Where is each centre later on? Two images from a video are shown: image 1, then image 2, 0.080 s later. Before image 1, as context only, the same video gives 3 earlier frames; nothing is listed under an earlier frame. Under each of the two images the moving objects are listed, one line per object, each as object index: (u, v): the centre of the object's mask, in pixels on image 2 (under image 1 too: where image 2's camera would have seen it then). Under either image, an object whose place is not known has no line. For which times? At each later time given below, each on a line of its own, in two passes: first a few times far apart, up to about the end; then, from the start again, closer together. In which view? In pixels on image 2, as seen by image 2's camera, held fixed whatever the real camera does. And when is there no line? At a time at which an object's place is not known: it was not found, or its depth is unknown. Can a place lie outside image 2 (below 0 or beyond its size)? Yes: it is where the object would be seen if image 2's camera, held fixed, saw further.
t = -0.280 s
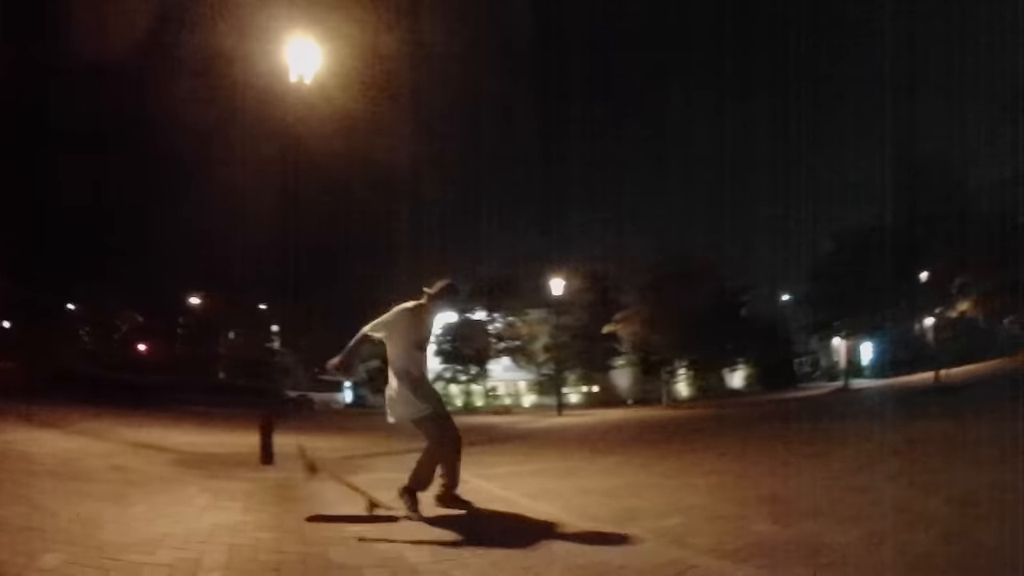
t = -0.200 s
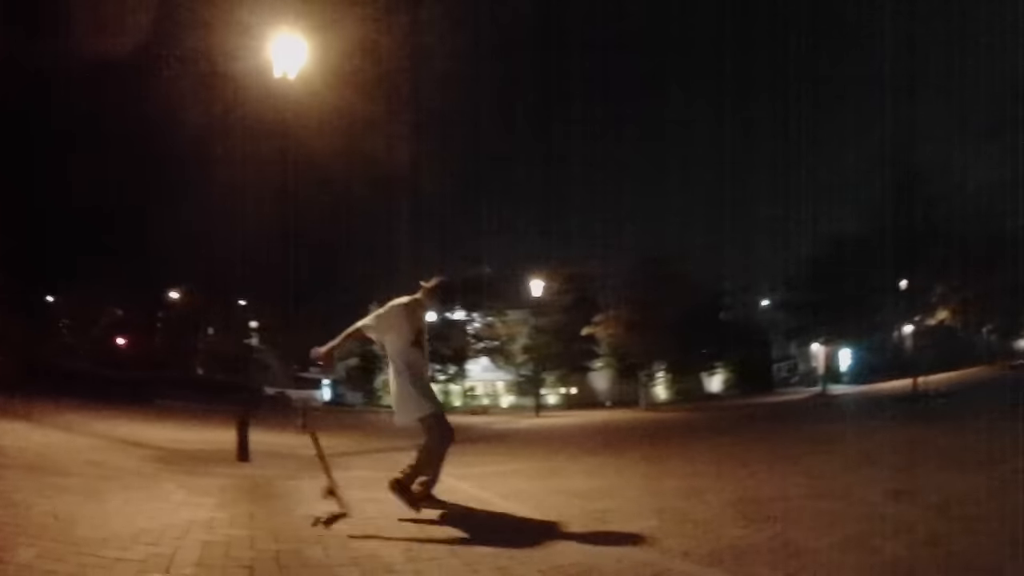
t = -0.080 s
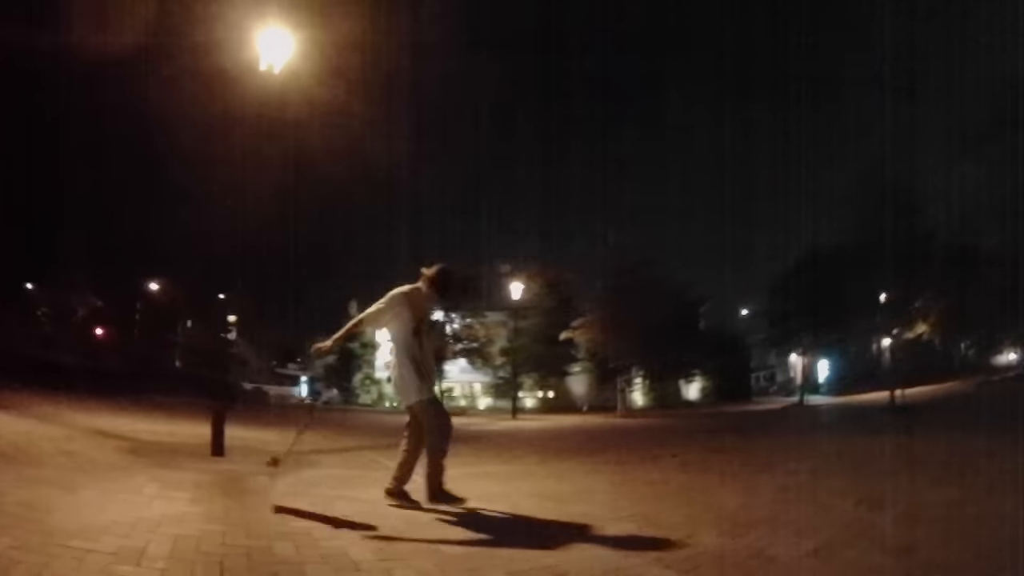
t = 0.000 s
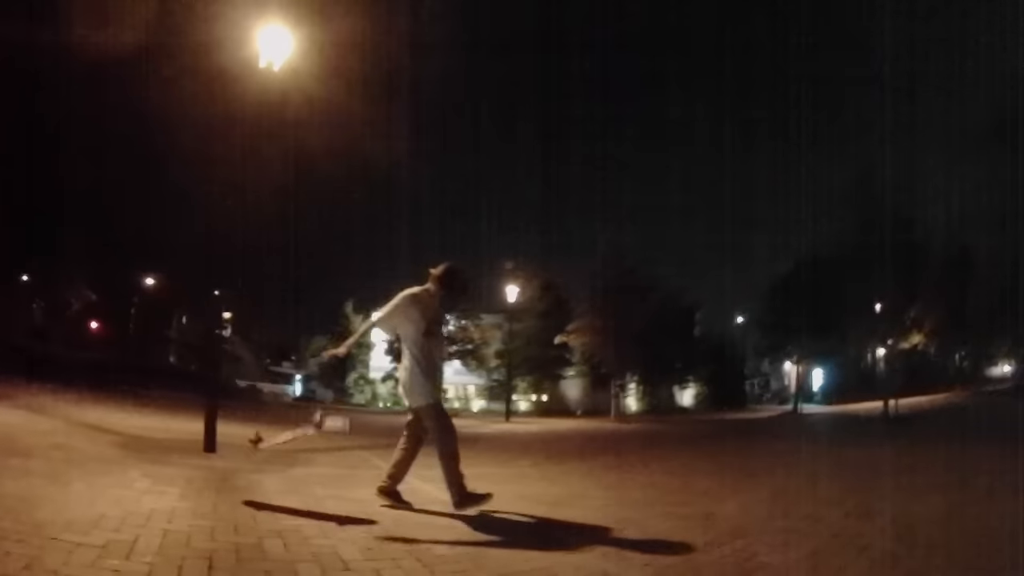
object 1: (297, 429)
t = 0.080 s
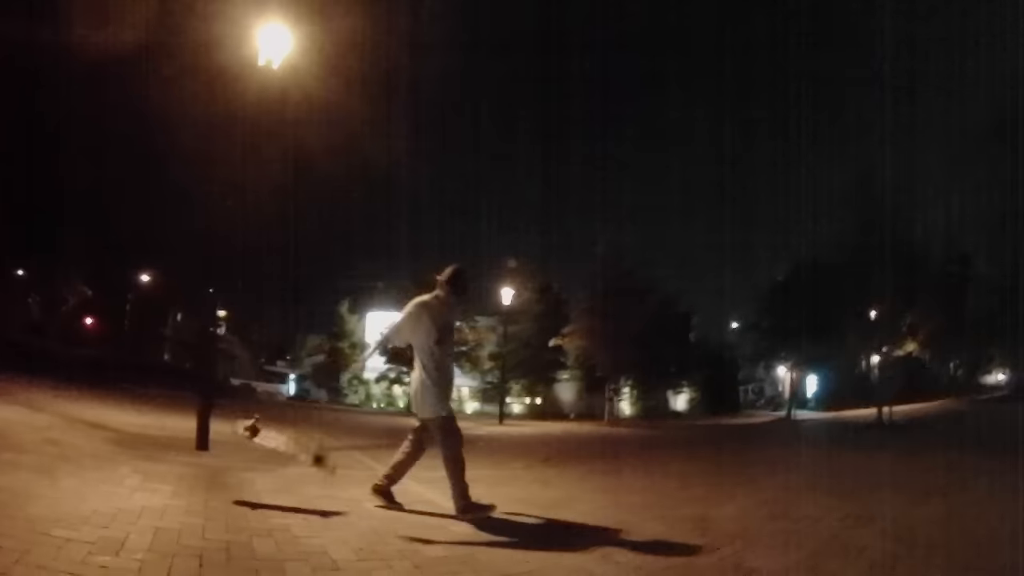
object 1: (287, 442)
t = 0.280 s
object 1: (276, 453)
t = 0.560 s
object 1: (267, 485)
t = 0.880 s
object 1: (278, 478)
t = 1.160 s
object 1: (281, 481)
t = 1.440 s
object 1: (282, 481)
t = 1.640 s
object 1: (282, 481)
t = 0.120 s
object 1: (283, 453)
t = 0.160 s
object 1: (281, 454)
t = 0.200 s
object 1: (279, 452)
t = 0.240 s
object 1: (277, 451)
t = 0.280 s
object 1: (276, 453)
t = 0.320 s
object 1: (278, 460)
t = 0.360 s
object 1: (277, 466)
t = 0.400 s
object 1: (276, 475)
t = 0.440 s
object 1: (275, 484)
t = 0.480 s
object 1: (265, 492)
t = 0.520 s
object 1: (265, 486)
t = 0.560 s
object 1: (267, 485)
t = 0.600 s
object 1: (269, 483)
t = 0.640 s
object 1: (270, 482)
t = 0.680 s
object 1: (271, 482)
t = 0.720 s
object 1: (272, 479)
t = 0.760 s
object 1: (274, 479)
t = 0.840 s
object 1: (276, 477)
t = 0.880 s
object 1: (278, 478)
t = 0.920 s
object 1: (277, 479)
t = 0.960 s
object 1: (278, 480)
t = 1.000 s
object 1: (279, 480)
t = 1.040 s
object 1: (280, 480)
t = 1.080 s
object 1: (281, 481)
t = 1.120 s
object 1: (281, 481)
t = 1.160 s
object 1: (281, 481)
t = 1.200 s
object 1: (281, 481)
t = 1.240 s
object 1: (281, 481)
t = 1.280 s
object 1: (282, 481)
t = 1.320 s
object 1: (282, 481)
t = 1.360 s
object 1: (282, 481)
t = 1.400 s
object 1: (281, 481)
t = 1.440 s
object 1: (282, 481)
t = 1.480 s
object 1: (281, 481)
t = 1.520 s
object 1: (282, 481)
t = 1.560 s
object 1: (282, 481)
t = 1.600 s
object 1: (281, 481)
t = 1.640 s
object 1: (282, 481)
